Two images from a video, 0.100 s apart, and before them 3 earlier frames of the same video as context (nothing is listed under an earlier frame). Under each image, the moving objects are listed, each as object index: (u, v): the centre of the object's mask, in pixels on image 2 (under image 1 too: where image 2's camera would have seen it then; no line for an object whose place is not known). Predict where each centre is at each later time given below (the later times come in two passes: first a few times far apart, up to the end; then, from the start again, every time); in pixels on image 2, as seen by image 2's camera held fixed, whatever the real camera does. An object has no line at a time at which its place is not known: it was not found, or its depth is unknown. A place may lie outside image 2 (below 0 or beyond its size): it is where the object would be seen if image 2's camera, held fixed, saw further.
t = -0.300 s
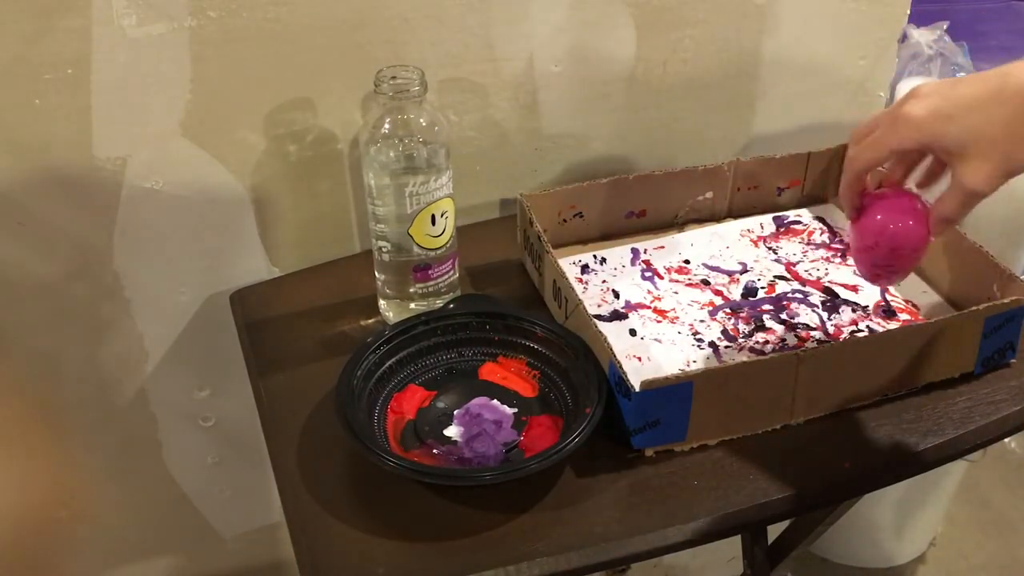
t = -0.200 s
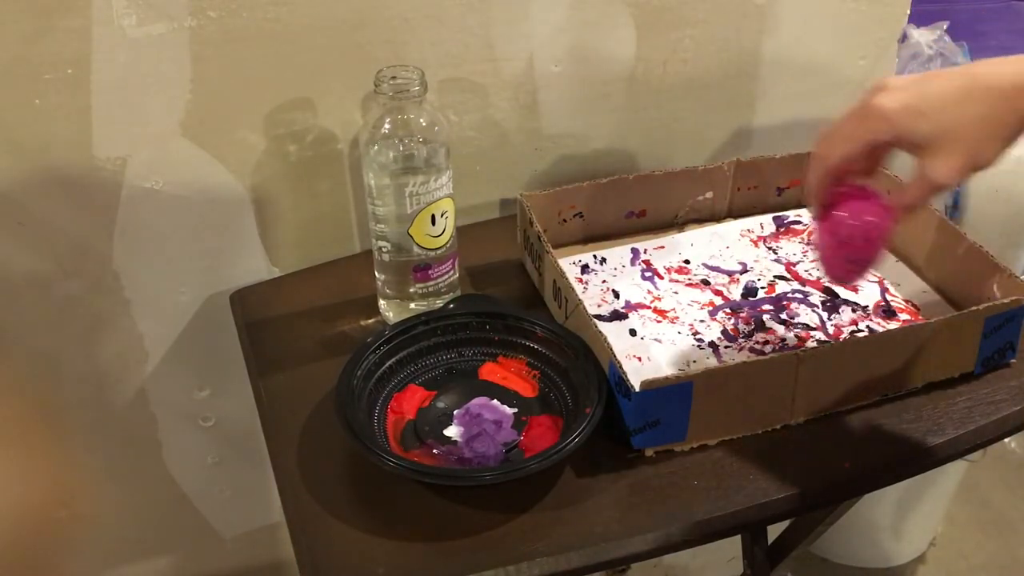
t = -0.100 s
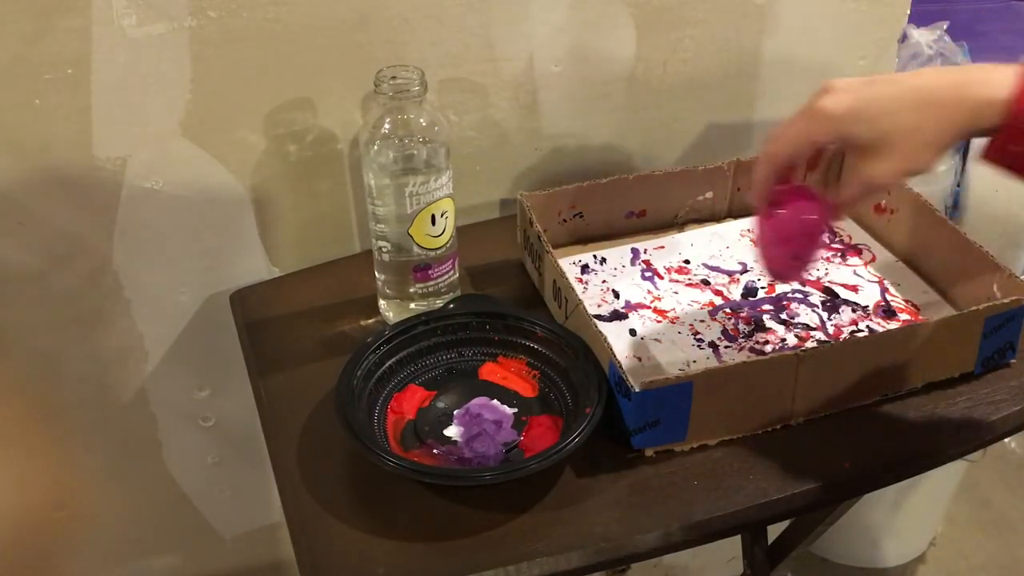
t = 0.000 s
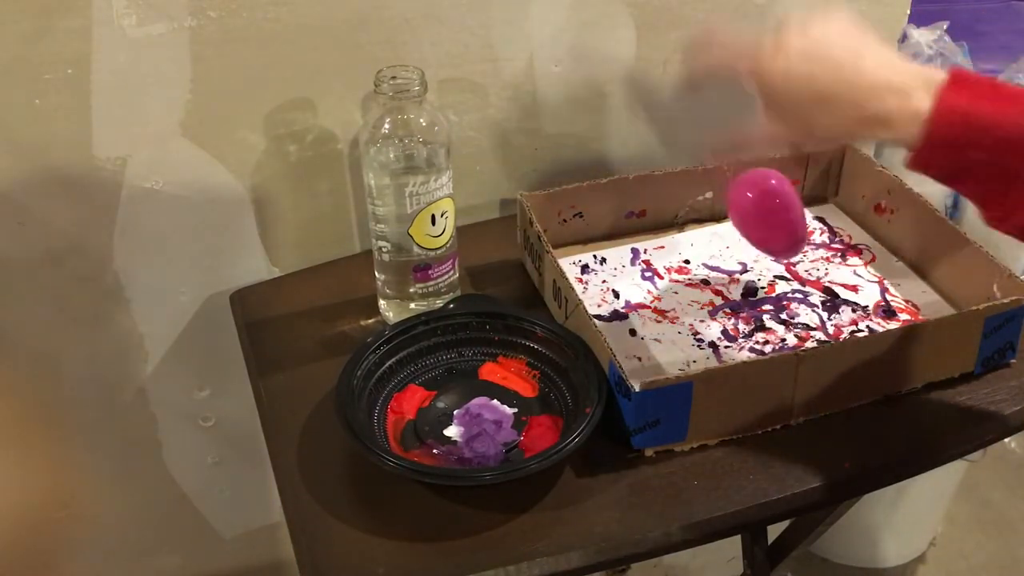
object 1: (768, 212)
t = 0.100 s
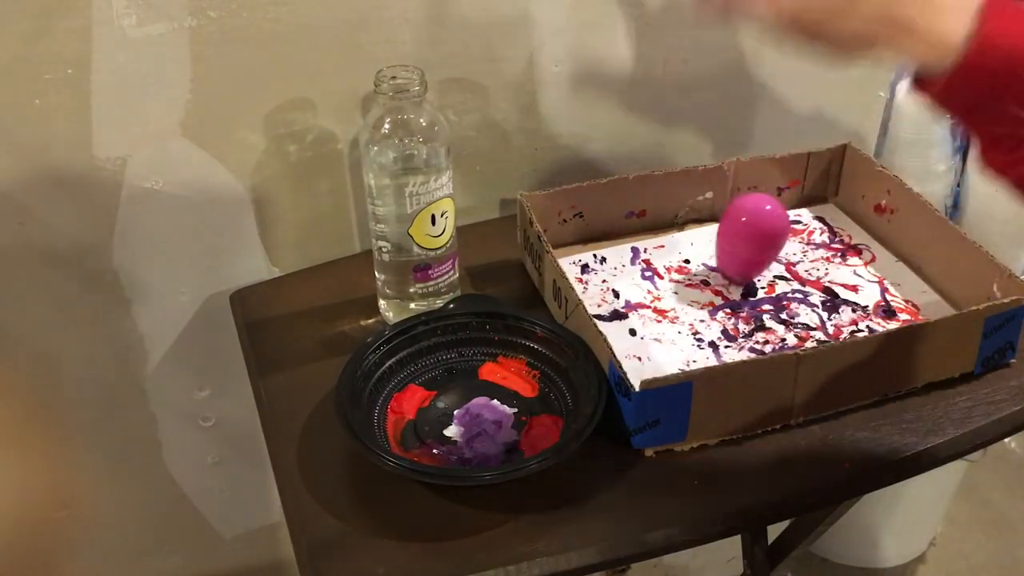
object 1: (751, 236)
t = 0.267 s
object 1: (725, 233)
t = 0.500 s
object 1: (716, 211)
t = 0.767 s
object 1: (723, 205)
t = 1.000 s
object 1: (708, 211)
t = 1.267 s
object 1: (699, 232)
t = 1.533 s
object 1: (715, 247)
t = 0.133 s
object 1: (747, 235)
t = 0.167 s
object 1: (741, 235)
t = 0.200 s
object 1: (735, 234)
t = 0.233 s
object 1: (729, 233)
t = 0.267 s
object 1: (725, 233)
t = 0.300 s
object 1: (721, 231)
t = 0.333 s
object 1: (720, 227)
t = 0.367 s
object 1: (717, 226)
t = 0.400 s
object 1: (717, 222)
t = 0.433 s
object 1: (717, 217)
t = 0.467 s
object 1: (717, 213)
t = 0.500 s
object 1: (716, 211)
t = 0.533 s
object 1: (717, 210)
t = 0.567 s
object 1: (716, 209)
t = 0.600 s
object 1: (717, 208)
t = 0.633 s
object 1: (717, 208)
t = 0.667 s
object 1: (718, 208)
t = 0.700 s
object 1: (719, 206)
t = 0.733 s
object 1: (721, 205)
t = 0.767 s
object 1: (723, 205)
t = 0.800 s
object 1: (722, 205)
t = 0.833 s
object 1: (721, 207)
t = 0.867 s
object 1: (720, 210)
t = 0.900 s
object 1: (719, 211)
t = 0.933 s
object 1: (716, 213)
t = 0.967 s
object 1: (712, 213)
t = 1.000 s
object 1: (708, 211)
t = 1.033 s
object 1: (705, 212)
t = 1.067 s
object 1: (704, 211)
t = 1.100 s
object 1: (703, 207)
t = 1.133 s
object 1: (703, 207)
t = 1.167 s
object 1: (702, 210)
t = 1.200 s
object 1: (700, 217)
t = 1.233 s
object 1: (696, 226)
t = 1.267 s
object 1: (699, 232)
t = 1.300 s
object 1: (701, 240)
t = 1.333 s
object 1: (700, 243)
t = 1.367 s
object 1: (701, 243)
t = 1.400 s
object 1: (702, 244)
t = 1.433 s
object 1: (703, 245)
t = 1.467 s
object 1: (704, 246)
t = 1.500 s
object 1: (708, 247)
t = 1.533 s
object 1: (715, 247)
